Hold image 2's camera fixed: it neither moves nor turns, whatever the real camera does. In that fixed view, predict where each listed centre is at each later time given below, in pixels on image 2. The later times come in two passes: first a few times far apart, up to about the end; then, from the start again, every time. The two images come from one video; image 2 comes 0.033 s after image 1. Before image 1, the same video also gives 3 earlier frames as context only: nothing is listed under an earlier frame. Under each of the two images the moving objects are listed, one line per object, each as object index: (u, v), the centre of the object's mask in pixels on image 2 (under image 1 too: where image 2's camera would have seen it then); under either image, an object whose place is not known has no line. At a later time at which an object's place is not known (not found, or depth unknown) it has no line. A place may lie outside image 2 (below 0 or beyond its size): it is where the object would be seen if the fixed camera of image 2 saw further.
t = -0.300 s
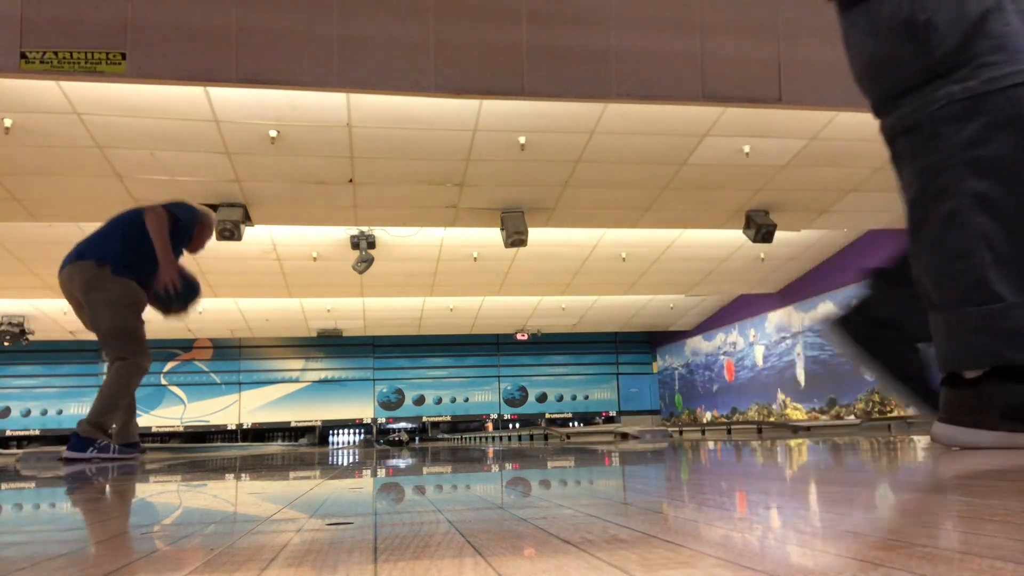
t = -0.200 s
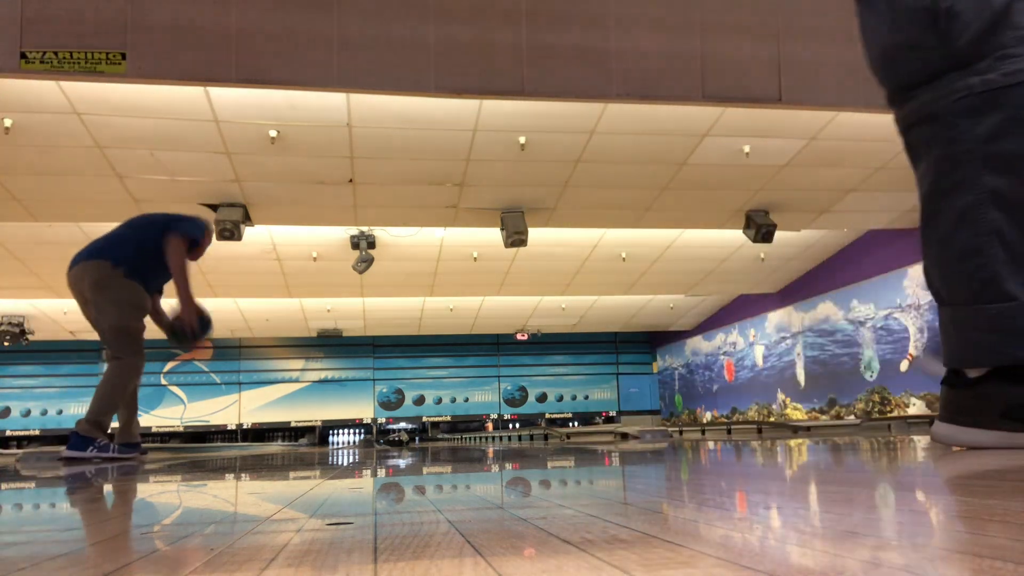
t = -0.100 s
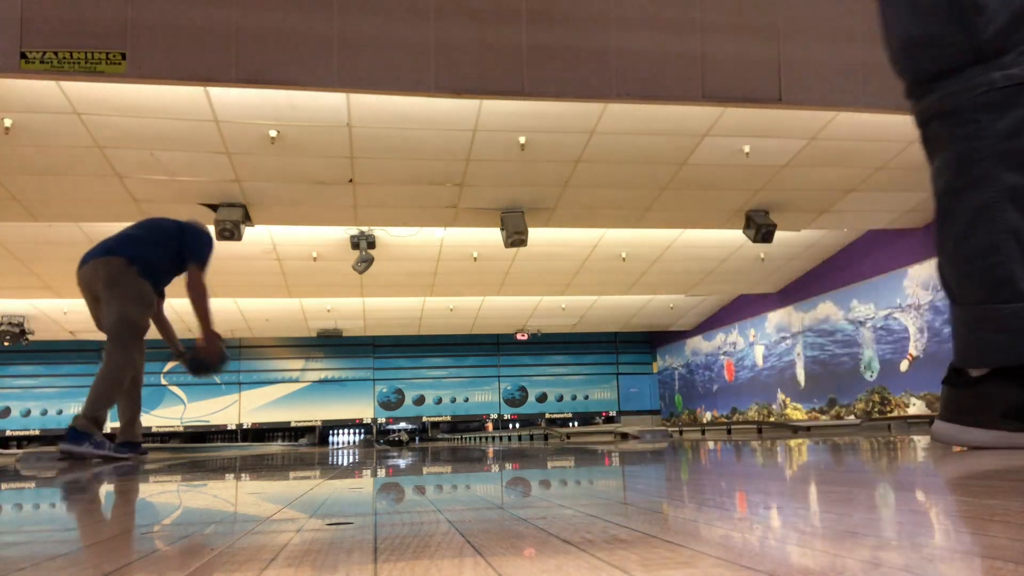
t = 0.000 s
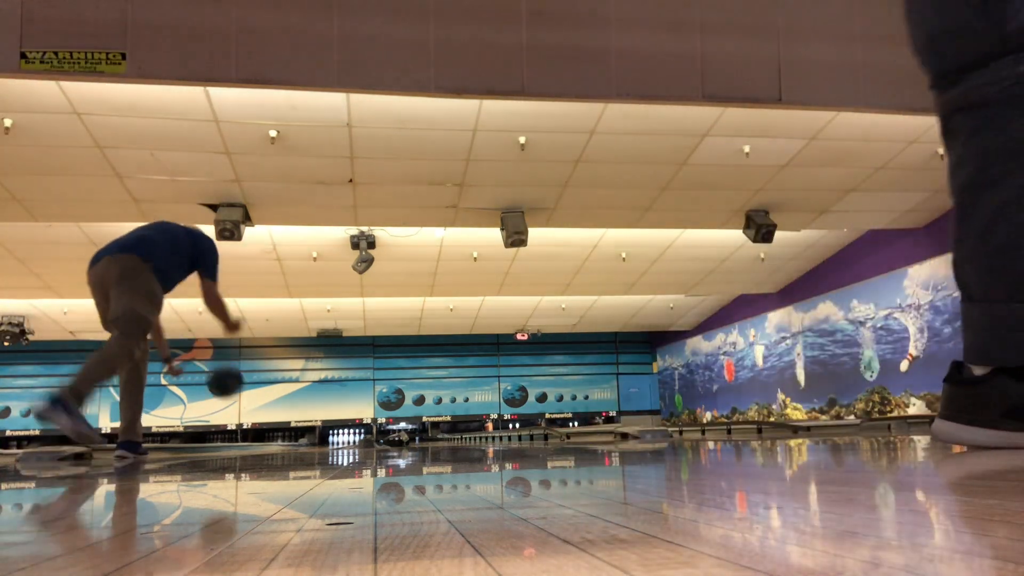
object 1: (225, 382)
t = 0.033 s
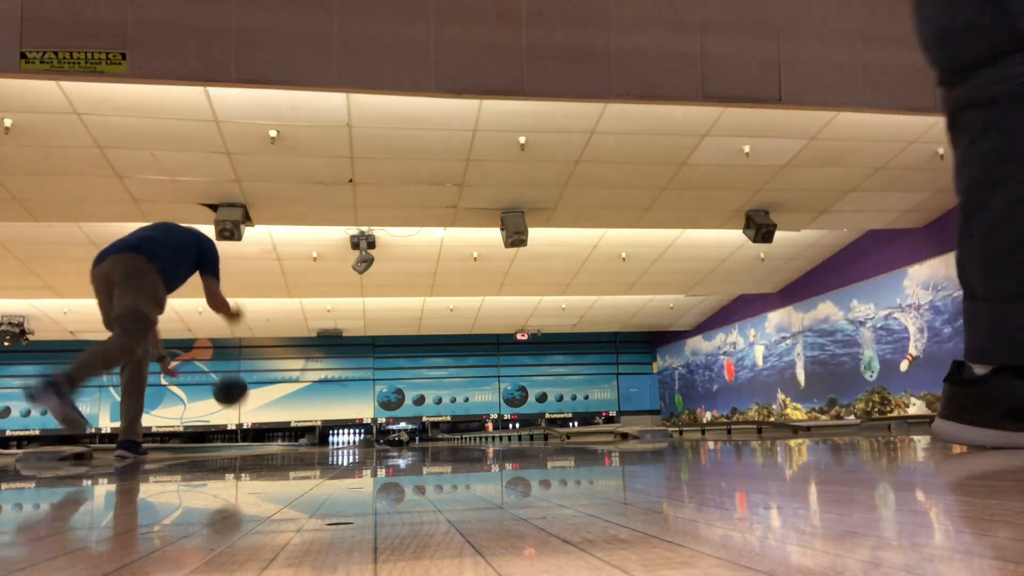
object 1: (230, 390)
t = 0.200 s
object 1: (252, 437)
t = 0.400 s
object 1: (272, 437)
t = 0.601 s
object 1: (287, 438)
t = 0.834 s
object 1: (301, 438)
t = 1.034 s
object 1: (309, 438)
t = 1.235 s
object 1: (316, 439)
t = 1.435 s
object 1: (323, 438)
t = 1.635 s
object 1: (327, 439)
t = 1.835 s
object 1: (332, 439)
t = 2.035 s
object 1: (334, 439)
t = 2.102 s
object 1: (335, 439)
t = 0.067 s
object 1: (235, 400)
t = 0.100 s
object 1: (239, 410)
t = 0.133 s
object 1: (243, 421)
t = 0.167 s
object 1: (247, 435)
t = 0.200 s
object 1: (252, 437)
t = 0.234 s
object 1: (256, 438)
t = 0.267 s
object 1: (260, 437)
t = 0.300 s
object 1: (263, 436)
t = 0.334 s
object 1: (266, 437)
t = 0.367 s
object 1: (270, 437)
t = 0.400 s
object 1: (272, 437)
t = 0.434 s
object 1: (276, 437)
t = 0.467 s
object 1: (278, 437)
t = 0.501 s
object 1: (281, 437)
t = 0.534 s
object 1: (283, 437)
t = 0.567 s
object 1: (285, 438)
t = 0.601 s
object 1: (287, 438)
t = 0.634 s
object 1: (290, 438)
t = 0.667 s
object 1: (291, 438)
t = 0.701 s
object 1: (294, 438)
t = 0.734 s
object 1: (295, 438)
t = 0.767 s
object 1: (297, 438)
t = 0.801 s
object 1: (299, 438)
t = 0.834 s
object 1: (301, 438)
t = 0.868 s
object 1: (302, 438)
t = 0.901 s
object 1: (304, 438)
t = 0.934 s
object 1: (307, 438)
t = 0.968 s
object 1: (308, 438)
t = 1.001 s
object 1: (309, 438)
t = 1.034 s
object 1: (309, 438)
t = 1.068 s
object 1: (310, 438)
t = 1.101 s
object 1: (311, 439)
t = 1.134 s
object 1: (313, 438)
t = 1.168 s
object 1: (314, 438)
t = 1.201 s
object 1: (315, 438)
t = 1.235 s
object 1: (316, 439)
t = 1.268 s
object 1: (317, 439)
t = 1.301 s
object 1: (319, 439)
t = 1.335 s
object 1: (320, 439)
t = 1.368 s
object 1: (321, 439)
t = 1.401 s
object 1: (322, 439)
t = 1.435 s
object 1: (323, 438)
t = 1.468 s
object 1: (323, 439)
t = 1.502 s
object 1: (323, 439)
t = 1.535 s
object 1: (325, 439)
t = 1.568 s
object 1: (326, 439)
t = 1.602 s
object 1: (327, 439)
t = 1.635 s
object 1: (327, 439)
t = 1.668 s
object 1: (327, 439)
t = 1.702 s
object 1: (328, 439)
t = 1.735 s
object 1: (330, 439)
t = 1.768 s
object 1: (330, 439)
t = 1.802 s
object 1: (331, 439)
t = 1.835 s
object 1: (332, 439)
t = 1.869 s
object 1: (332, 439)
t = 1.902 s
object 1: (332, 439)
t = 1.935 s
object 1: (333, 439)
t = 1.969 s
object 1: (333, 439)
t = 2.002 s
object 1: (334, 439)
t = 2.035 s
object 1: (334, 439)
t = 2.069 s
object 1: (334, 439)
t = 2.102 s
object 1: (335, 439)
